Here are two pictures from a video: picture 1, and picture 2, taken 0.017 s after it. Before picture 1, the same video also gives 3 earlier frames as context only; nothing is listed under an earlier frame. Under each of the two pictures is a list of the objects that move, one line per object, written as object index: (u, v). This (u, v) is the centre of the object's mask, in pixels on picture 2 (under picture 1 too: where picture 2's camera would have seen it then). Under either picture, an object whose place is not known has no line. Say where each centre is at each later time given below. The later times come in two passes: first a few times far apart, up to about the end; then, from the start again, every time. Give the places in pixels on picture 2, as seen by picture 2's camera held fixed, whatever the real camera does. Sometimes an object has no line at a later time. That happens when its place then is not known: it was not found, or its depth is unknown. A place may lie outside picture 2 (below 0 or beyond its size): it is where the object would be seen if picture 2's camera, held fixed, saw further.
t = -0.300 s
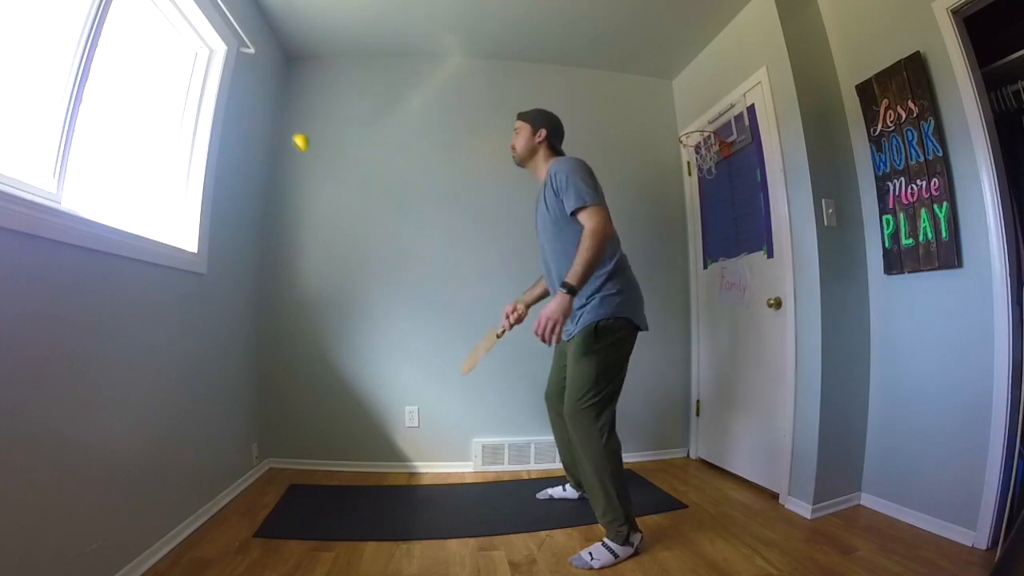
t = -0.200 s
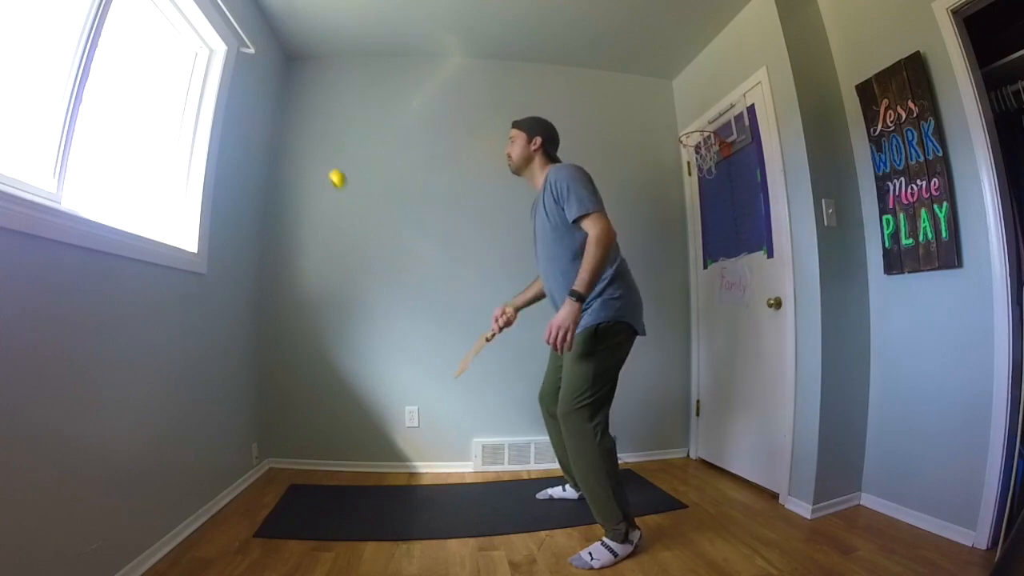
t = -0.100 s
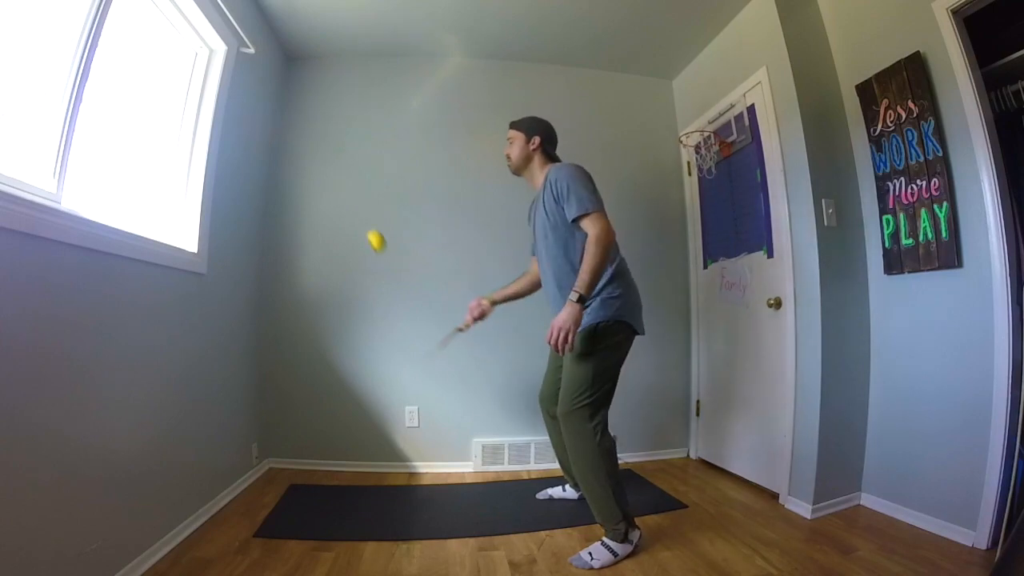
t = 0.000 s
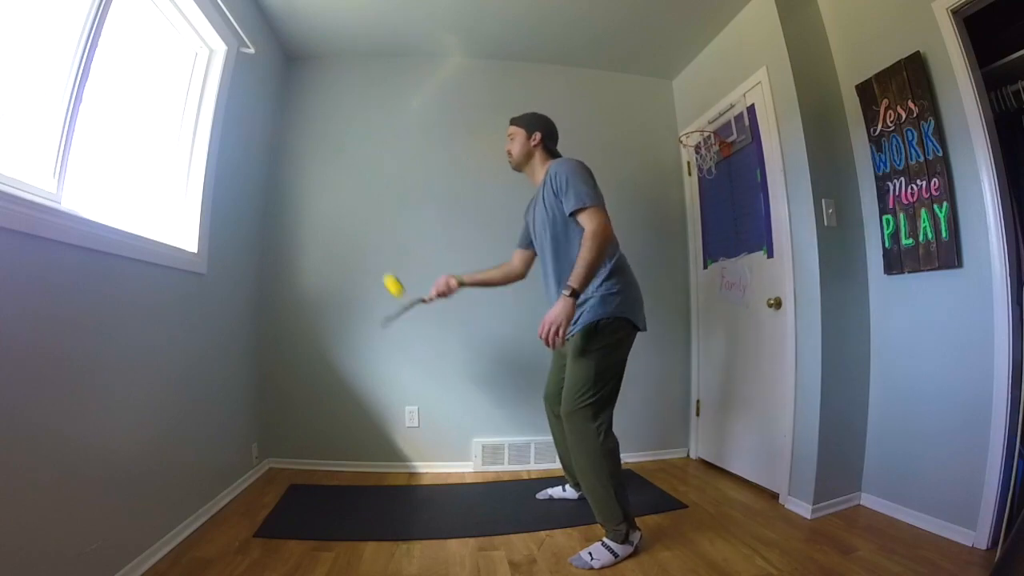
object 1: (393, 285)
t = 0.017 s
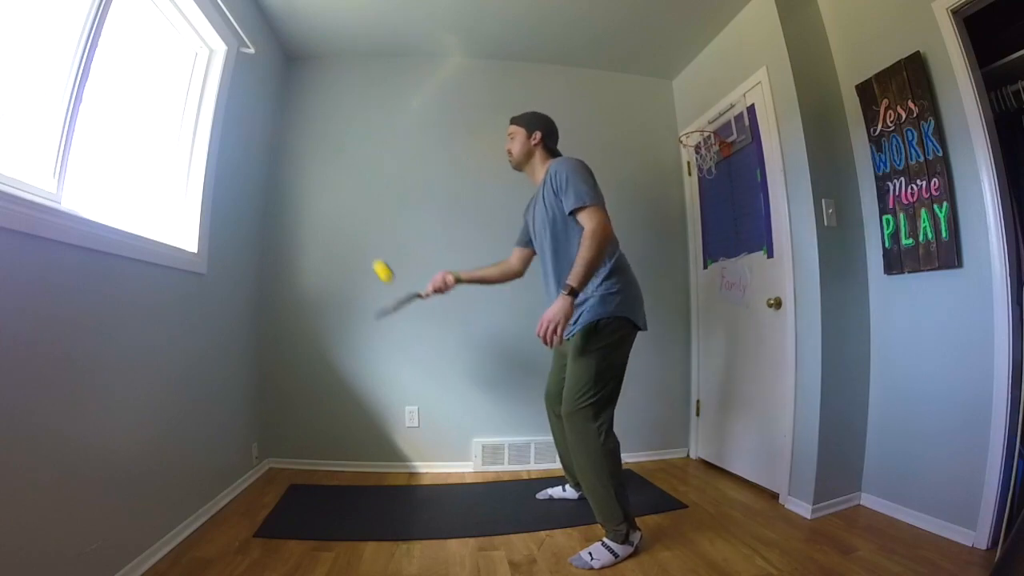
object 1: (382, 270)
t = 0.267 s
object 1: (248, 146)
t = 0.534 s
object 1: (324, 170)
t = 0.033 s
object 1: (372, 257)
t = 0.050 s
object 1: (363, 244)
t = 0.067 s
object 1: (353, 232)
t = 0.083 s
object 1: (343, 221)
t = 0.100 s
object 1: (333, 210)
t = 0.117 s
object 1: (324, 201)
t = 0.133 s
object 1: (315, 192)
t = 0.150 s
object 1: (306, 184)
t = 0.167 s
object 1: (297, 176)
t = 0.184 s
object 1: (289, 170)
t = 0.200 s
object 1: (280, 164)
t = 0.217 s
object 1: (272, 159)
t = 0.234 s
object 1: (264, 154)
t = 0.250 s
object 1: (256, 150)
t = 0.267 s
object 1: (248, 146)
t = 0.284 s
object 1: (240, 144)
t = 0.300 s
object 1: (238, 141)
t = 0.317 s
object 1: (244, 139)
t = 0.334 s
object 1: (250, 138)
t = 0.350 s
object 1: (256, 138)
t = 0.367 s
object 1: (262, 138)
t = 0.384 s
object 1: (268, 138)
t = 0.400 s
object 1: (274, 140)
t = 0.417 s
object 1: (281, 142)
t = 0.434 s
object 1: (287, 144)
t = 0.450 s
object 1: (293, 147)
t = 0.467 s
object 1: (299, 151)
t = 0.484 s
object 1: (305, 154)
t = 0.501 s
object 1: (312, 159)
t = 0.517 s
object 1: (318, 164)
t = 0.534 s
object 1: (324, 170)
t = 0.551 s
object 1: (331, 178)
